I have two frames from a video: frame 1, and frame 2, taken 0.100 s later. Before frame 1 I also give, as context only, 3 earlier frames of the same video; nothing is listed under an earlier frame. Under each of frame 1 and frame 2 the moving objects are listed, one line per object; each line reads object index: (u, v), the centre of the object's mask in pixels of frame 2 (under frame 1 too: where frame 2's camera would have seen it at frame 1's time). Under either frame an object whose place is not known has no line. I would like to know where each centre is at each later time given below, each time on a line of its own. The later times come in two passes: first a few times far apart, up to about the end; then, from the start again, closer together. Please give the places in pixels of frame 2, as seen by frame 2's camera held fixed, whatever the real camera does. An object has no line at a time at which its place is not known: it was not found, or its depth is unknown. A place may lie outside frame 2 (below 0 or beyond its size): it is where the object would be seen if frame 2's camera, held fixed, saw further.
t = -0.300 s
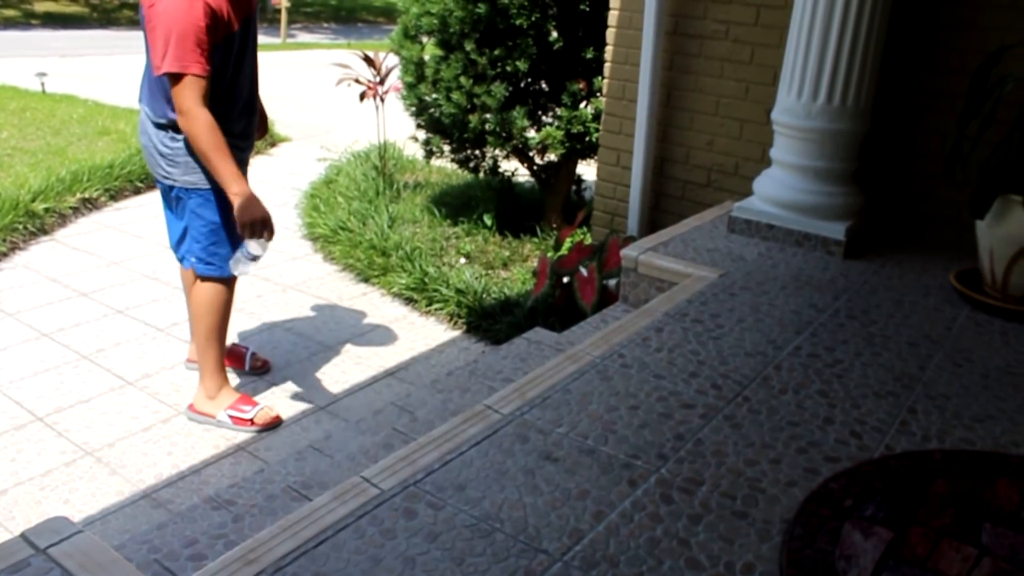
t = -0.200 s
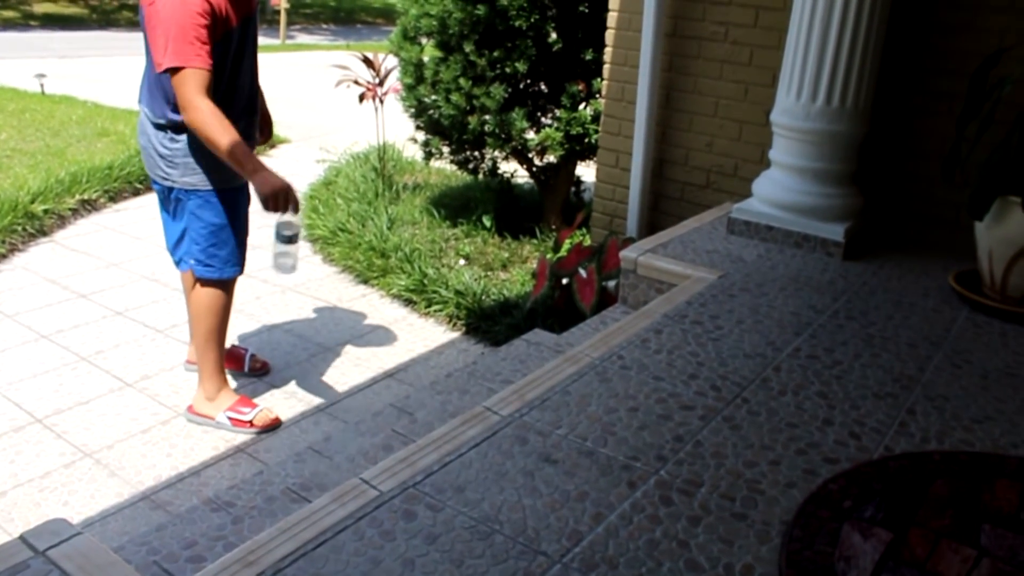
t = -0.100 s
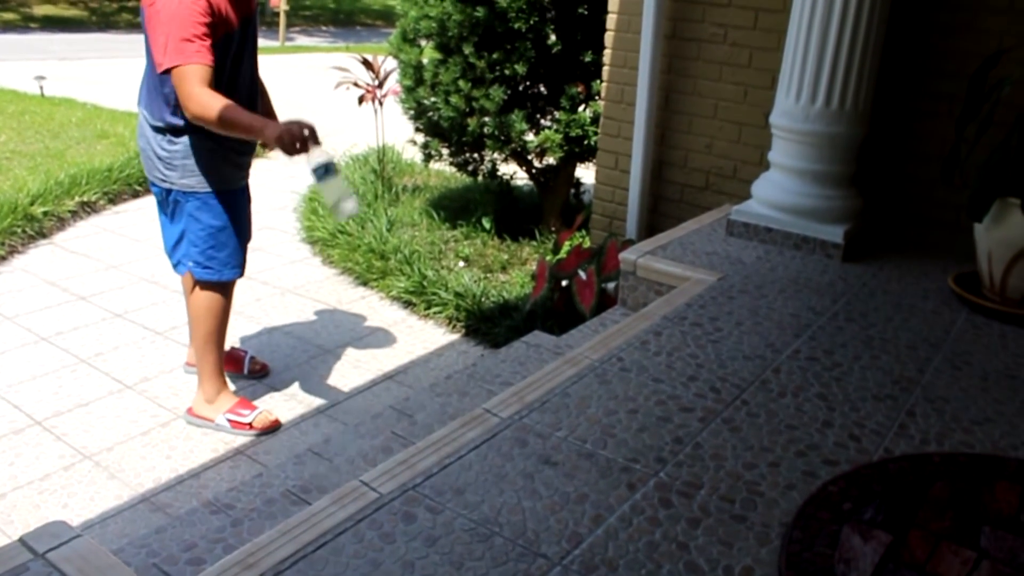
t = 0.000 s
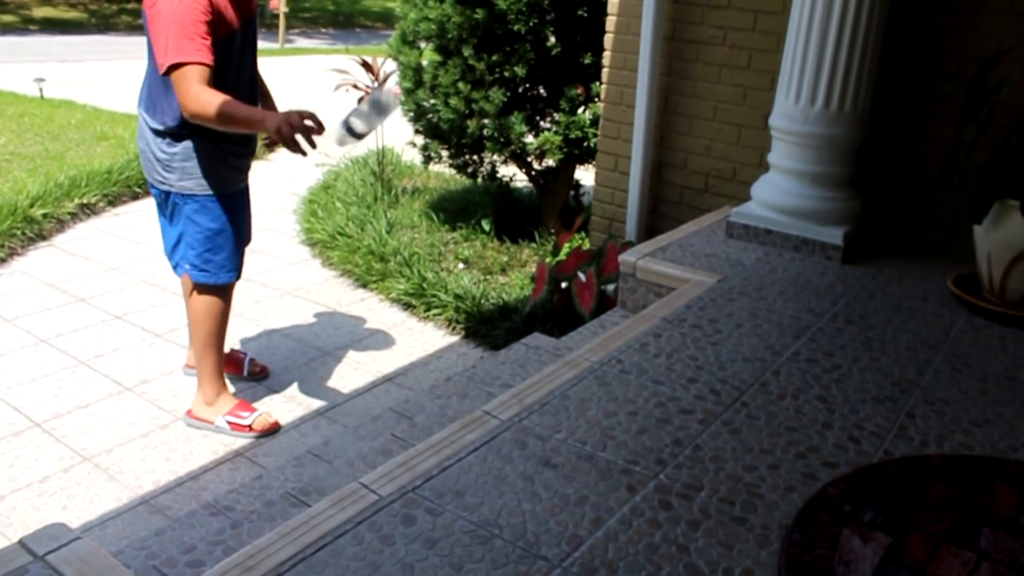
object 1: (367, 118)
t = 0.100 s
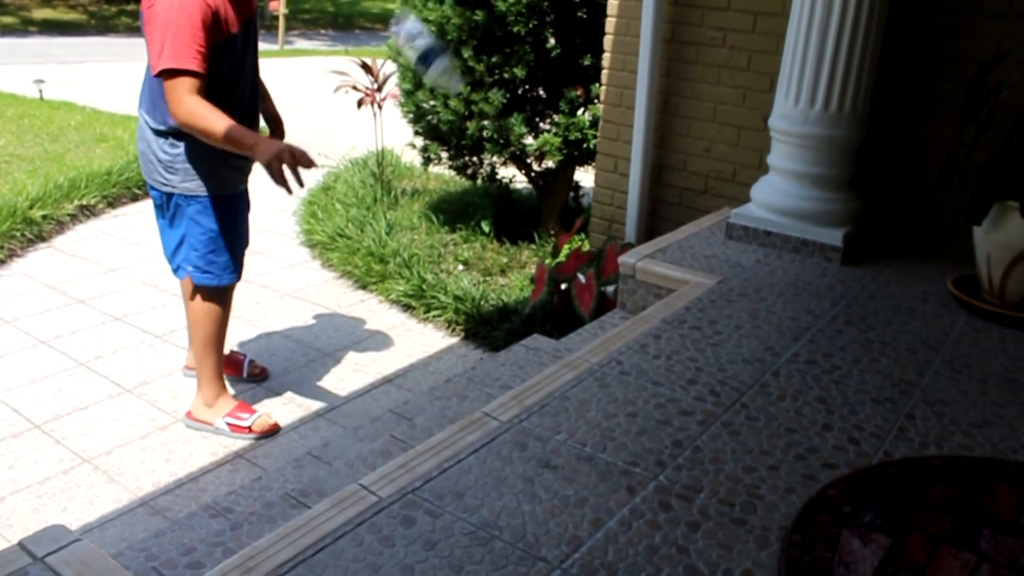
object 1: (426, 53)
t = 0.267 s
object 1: (469, 22)
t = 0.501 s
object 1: (541, 226)
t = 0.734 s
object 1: (637, 446)
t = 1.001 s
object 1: (698, 473)
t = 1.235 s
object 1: (722, 483)
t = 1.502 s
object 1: (722, 483)
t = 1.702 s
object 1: (722, 482)
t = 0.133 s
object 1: (444, 24)
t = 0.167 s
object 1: (444, 12)
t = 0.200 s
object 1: (441, 12)
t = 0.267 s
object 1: (469, 22)
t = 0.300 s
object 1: (480, 28)
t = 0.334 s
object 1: (493, 40)
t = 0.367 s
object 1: (502, 58)
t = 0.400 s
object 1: (510, 85)
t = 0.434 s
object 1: (521, 128)
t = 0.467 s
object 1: (536, 180)
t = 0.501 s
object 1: (541, 226)
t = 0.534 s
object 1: (560, 298)
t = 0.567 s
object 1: (543, 331)
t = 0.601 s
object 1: (576, 416)
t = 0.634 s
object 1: (593, 431)
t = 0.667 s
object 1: (608, 435)
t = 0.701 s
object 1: (622, 439)
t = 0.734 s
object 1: (637, 446)
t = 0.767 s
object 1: (648, 454)
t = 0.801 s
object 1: (658, 457)
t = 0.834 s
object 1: (664, 460)
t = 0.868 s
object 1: (672, 463)
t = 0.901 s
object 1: (678, 465)
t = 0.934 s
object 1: (685, 467)
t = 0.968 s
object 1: (691, 470)
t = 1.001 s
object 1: (698, 473)
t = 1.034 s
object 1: (704, 476)
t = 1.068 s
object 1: (709, 478)
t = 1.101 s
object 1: (714, 479)
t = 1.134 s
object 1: (718, 481)
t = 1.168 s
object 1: (721, 482)
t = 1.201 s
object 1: (722, 483)
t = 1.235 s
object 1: (722, 483)
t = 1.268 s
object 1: (723, 483)
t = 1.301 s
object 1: (723, 483)
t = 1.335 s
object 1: (723, 483)
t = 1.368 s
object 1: (723, 483)
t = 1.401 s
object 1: (723, 483)
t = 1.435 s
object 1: (723, 483)
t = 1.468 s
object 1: (723, 483)
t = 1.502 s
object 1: (722, 483)
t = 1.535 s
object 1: (722, 483)
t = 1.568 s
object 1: (723, 483)
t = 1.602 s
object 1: (722, 483)
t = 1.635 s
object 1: (722, 482)
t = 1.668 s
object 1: (722, 482)
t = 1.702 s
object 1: (722, 482)
